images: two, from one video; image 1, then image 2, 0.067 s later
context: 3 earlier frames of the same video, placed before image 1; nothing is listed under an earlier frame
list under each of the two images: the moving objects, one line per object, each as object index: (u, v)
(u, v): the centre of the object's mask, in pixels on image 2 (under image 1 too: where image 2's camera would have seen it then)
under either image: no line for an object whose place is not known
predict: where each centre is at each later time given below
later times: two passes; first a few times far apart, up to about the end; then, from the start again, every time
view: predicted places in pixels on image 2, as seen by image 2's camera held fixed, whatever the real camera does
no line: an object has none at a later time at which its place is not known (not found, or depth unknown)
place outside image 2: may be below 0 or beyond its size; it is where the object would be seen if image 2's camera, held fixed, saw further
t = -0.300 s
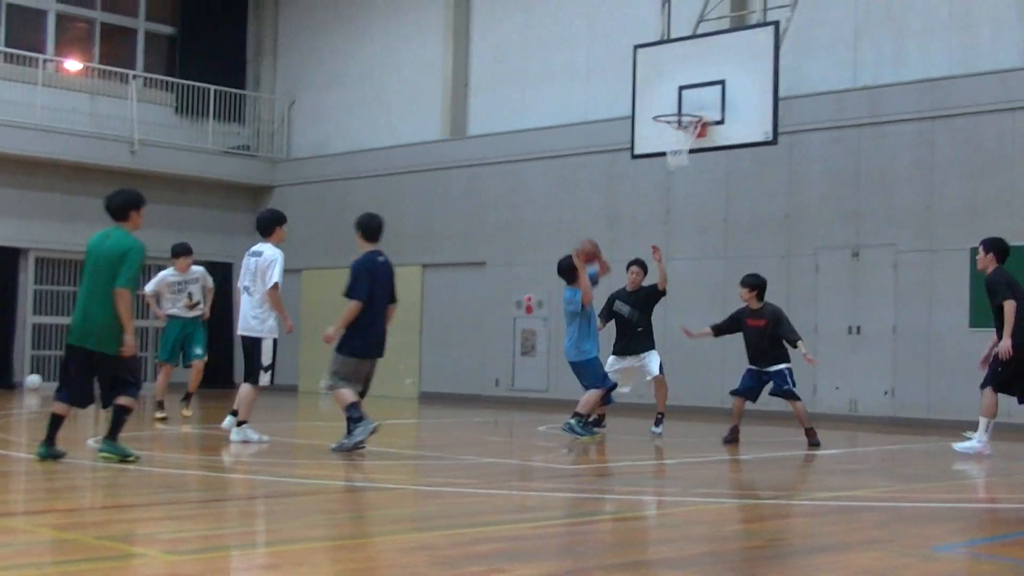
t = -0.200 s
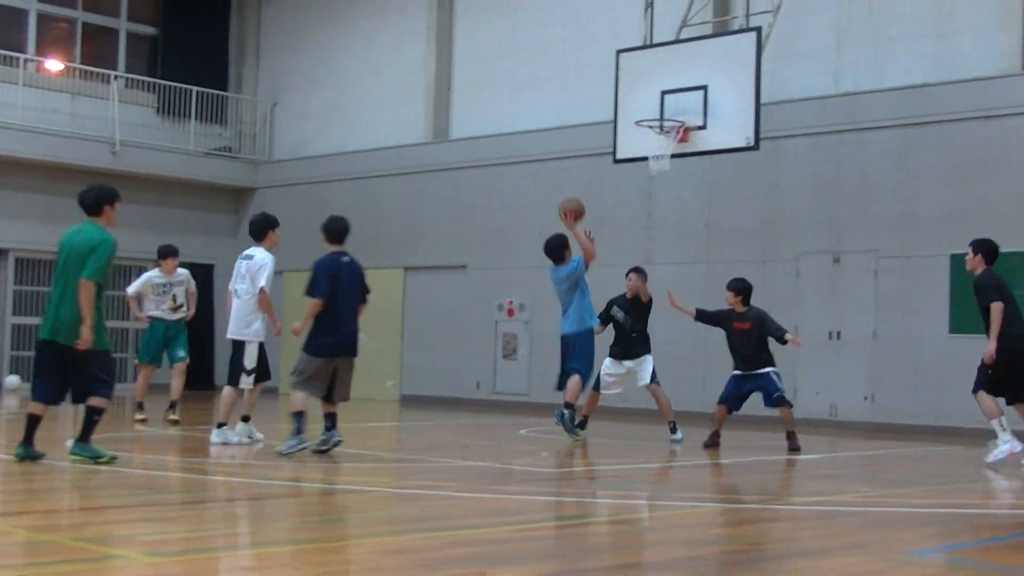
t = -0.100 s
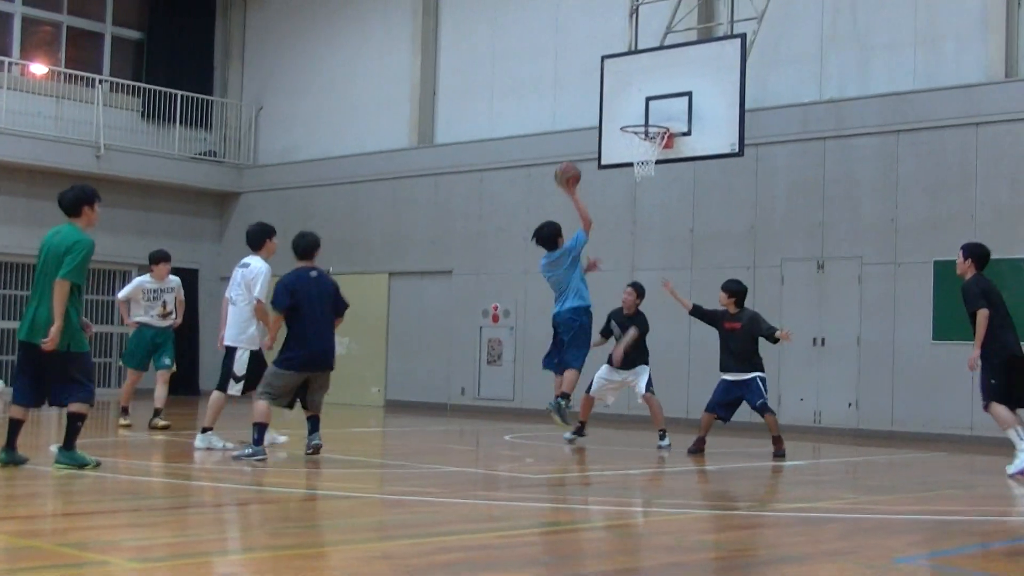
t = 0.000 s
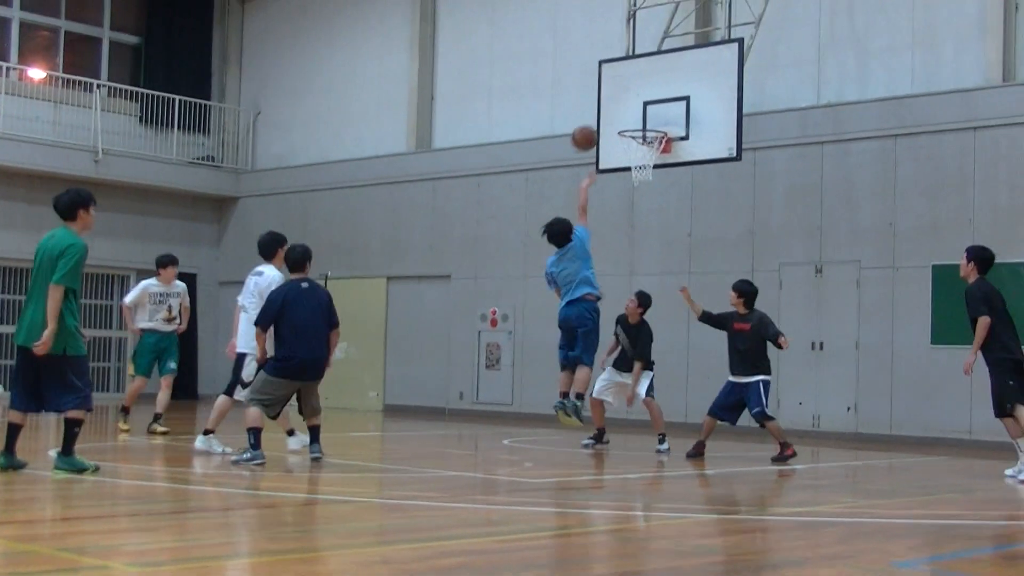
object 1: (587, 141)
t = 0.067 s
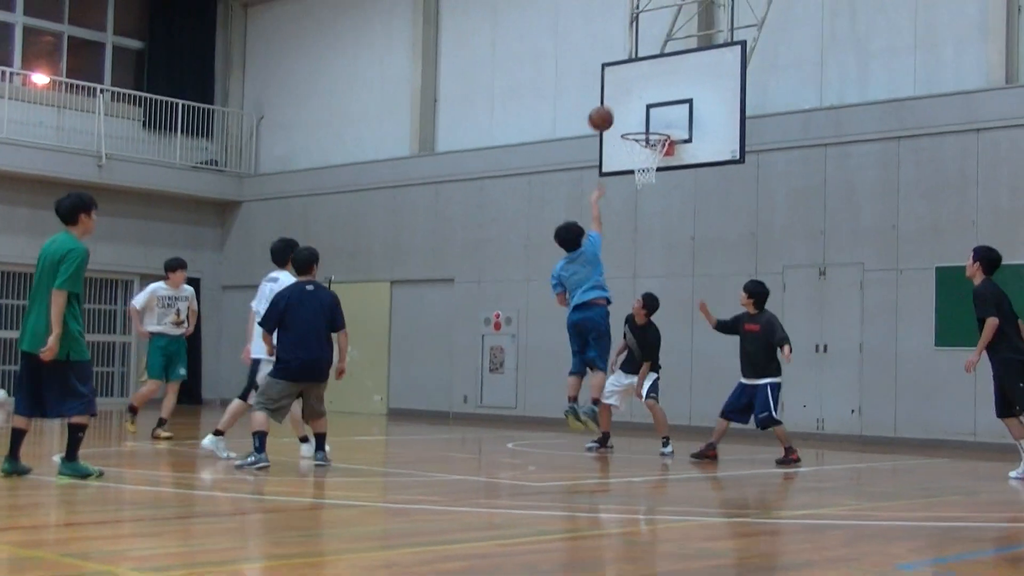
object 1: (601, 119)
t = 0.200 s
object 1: (627, 89)
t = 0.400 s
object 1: (661, 80)
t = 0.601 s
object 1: (651, 100)
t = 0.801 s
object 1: (617, 154)
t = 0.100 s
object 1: (607, 109)
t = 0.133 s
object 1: (614, 101)
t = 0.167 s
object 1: (620, 94)
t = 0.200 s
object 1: (627, 89)
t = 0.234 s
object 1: (633, 85)
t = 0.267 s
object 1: (639, 82)
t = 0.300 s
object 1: (645, 80)
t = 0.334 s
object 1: (650, 79)
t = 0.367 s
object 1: (655, 79)
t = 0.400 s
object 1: (661, 80)
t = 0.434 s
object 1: (666, 82)
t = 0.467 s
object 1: (671, 86)
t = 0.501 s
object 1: (667, 87)
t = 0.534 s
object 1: (662, 90)
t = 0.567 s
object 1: (657, 94)
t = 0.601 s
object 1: (651, 100)
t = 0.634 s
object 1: (646, 107)
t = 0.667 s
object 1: (640, 114)
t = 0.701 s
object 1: (635, 123)
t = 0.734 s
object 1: (628, 132)
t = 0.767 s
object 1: (623, 142)
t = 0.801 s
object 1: (617, 154)
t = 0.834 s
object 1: (611, 167)
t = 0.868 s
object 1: (605, 181)
